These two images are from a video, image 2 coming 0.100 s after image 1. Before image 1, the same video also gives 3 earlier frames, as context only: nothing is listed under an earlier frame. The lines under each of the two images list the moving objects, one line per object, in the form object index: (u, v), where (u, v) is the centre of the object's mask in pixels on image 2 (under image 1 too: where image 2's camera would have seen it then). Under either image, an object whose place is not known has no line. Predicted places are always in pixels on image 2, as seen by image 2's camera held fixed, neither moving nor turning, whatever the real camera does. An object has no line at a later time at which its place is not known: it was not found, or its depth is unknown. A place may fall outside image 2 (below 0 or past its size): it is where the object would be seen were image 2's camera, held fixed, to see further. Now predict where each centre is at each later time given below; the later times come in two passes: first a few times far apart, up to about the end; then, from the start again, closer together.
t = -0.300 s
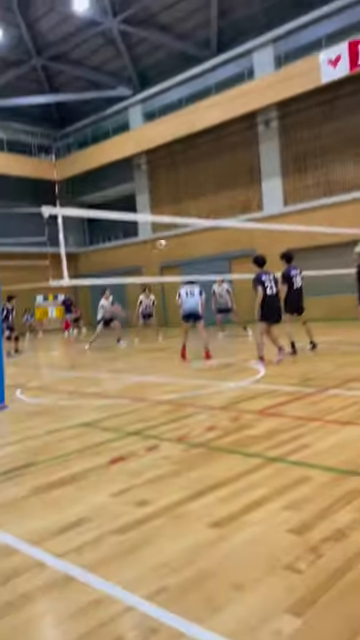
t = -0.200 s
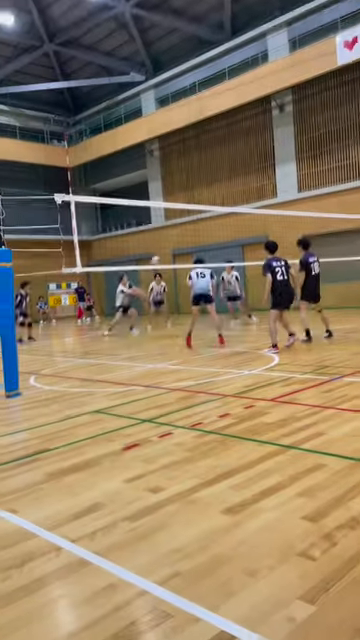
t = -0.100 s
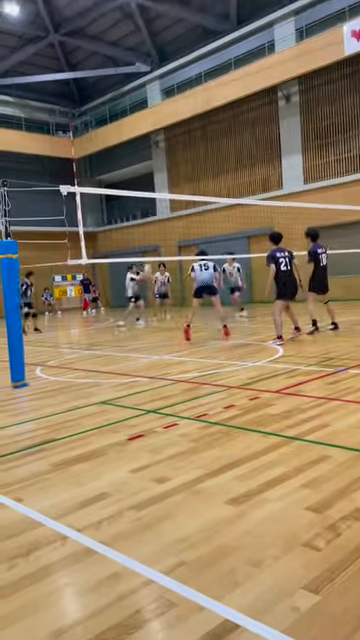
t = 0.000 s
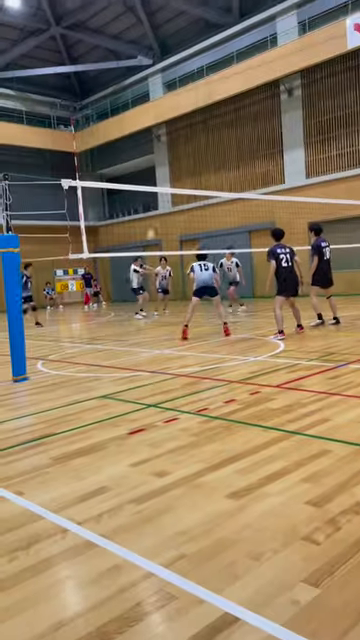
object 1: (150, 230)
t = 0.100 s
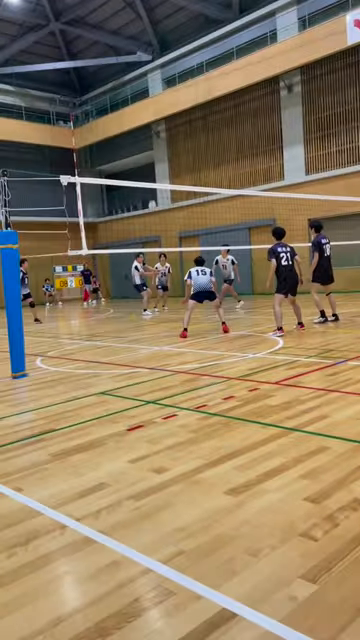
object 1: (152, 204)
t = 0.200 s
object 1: (154, 180)
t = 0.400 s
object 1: (161, 147)
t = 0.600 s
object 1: (168, 127)
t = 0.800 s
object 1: (176, 122)
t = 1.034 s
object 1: (189, 140)
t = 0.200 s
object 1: (154, 180)
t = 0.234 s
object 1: (155, 176)
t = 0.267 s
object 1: (156, 169)
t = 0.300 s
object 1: (157, 161)
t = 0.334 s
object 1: (158, 158)
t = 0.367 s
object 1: (160, 153)
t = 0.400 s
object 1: (161, 147)
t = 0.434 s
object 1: (161, 142)
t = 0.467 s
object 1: (163, 138)
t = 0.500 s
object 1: (164, 135)
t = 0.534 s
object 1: (165, 132)
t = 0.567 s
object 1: (166, 130)
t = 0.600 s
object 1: (168, 127)
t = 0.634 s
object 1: (169, 125)
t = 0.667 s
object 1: (170, 123)
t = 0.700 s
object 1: (172, 122)
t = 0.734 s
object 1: (173, 122)
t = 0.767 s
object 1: (175, 122)
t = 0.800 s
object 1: (176, 122)
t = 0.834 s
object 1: (178, 123)
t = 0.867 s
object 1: (180, 124)
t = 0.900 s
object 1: (181, 126)
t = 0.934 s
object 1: (183, 129)
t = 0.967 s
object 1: (185, 132)
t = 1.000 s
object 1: (187, 135)
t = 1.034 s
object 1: (189, 140)
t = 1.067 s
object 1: (191, 144)
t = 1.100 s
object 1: (192, 149)
